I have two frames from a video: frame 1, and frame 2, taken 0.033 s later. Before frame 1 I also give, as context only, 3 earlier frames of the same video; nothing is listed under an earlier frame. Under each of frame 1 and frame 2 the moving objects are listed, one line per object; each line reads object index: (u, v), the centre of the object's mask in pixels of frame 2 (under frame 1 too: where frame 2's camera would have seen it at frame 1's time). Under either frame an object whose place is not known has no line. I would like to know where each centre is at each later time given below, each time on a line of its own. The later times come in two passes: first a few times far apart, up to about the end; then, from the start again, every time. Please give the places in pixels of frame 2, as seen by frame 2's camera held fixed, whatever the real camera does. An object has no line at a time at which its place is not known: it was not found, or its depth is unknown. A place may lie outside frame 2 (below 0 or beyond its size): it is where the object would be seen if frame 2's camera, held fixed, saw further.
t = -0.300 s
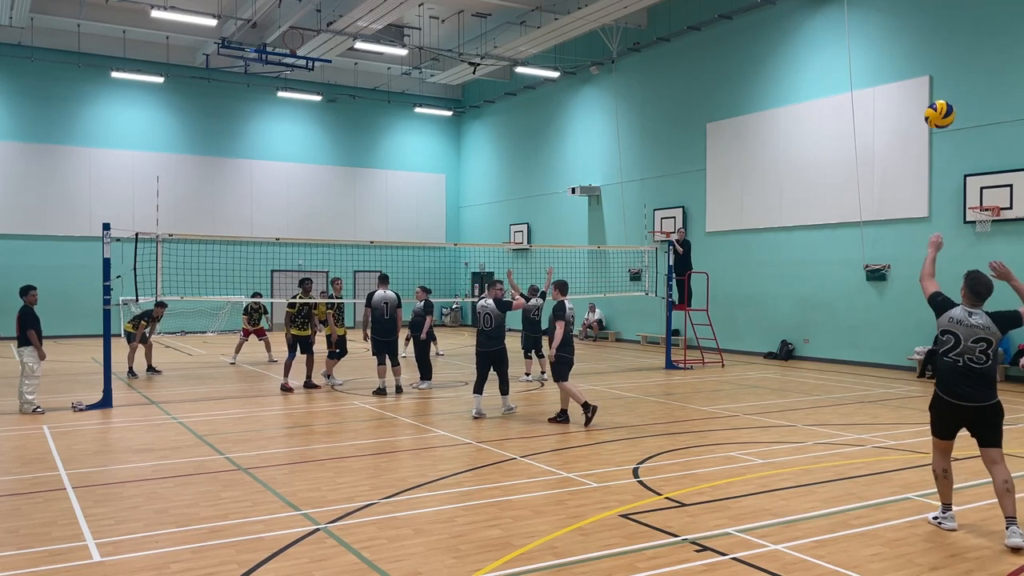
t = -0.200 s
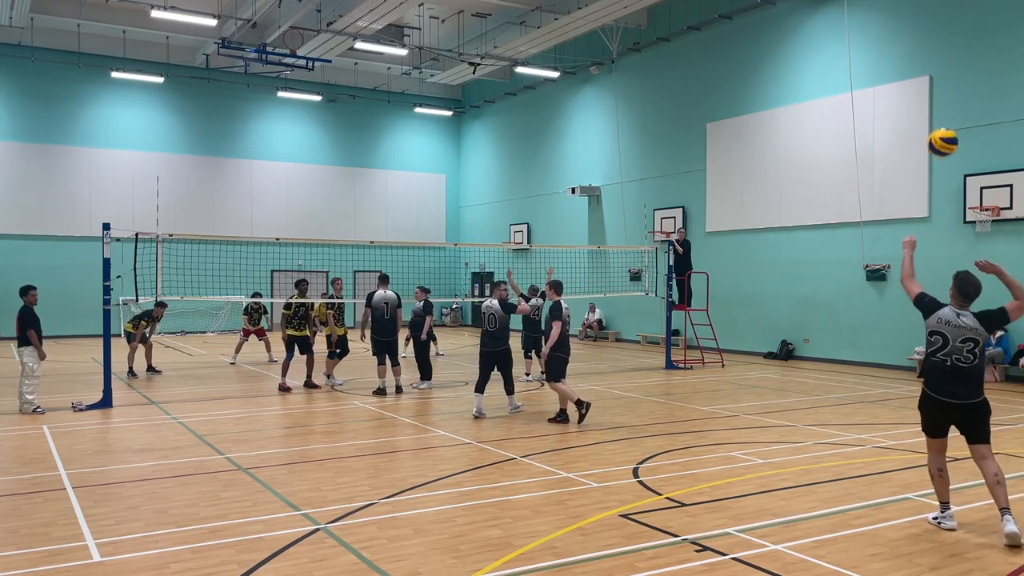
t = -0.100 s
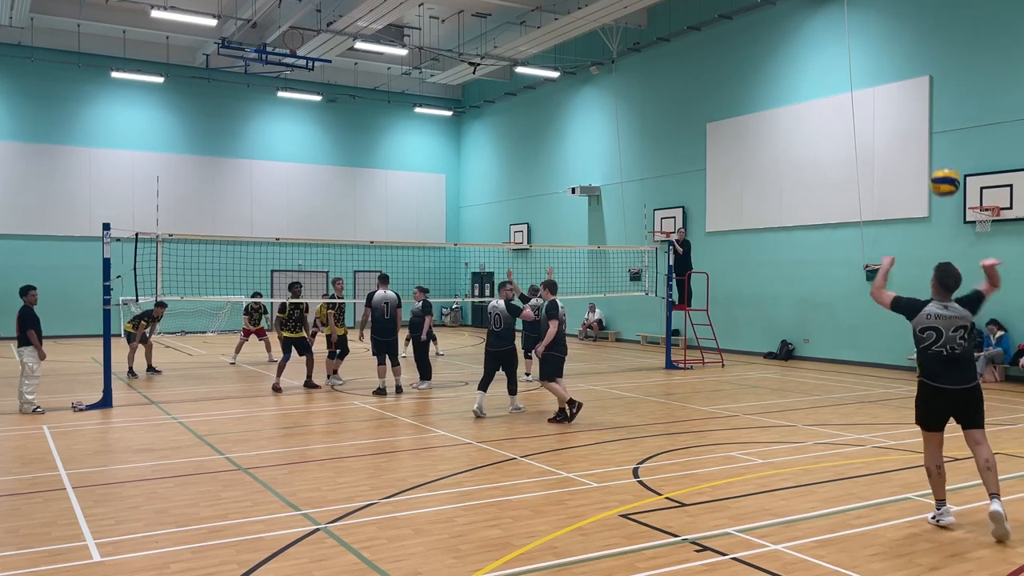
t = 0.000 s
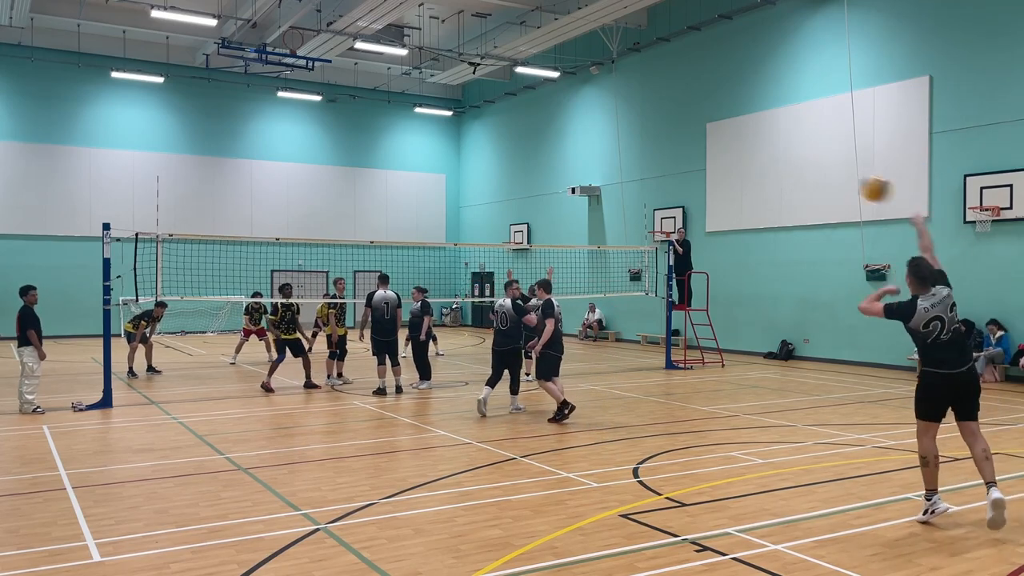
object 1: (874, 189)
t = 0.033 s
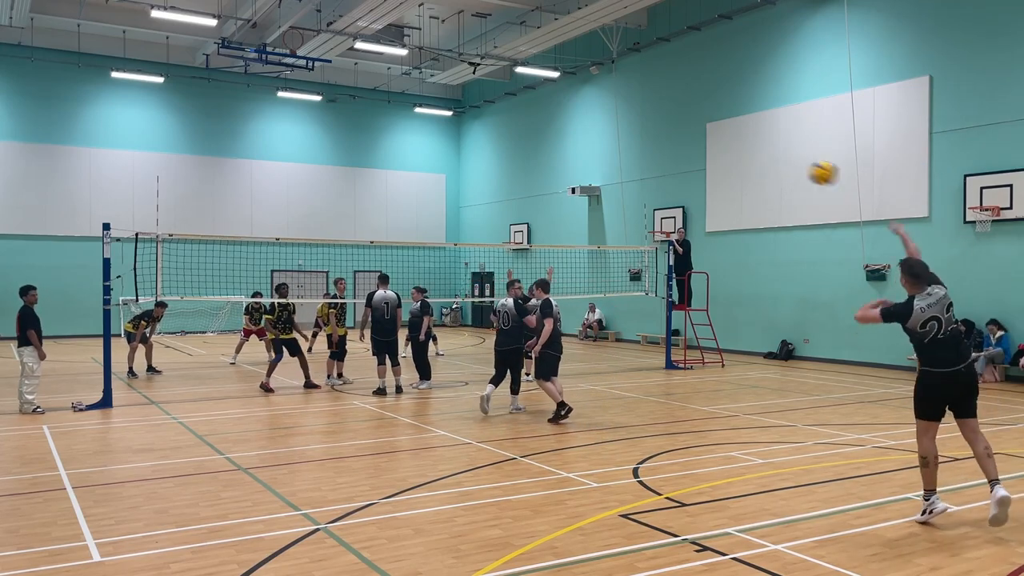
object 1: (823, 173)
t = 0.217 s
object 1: (624, 132)
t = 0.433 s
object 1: (491, 139)
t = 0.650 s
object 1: (407, 173)
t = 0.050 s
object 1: (800, 167)
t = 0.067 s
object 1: (777, 160)
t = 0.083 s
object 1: (756, 155)
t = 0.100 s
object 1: (736, 150)
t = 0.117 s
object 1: (717, 146)
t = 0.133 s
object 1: (700, 142)
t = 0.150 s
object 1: (683, 140)
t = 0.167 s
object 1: (668, 136)
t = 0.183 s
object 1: (652, 135)
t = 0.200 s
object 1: (637, 133)
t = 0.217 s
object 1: (624, 132)
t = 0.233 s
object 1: (611, 131)
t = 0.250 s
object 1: (598, 130)
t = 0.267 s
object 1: (586, 130)
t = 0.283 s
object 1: (575, 130)
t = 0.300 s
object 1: (563, 130)
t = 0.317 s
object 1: (553, 130)
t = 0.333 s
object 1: (544, 131)
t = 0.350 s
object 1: (533, 132)
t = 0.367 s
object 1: (524, 133)
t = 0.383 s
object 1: (516, 134)
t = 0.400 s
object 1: (507, 136)
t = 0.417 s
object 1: (499, 137)
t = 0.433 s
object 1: (491, 139)
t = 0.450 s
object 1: (482, 141)
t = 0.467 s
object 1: (475, 143)
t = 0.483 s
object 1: (468, 145)
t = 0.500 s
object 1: (461, 147)
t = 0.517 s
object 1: (455, 150)
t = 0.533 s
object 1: (448, 152)
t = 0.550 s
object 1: (442, 155)
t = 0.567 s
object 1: (436, 158)
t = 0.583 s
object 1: (430, 161)
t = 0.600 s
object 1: (424, 164)
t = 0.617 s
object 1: (418, 167)
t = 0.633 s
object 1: (412, 170)
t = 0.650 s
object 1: (407, 173)
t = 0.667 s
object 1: (402, 176)
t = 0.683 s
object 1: (397, 180)
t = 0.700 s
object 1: (392, 183)
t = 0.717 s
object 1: (387, 187)
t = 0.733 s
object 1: (382, 190)
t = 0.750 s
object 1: (378, 194)
